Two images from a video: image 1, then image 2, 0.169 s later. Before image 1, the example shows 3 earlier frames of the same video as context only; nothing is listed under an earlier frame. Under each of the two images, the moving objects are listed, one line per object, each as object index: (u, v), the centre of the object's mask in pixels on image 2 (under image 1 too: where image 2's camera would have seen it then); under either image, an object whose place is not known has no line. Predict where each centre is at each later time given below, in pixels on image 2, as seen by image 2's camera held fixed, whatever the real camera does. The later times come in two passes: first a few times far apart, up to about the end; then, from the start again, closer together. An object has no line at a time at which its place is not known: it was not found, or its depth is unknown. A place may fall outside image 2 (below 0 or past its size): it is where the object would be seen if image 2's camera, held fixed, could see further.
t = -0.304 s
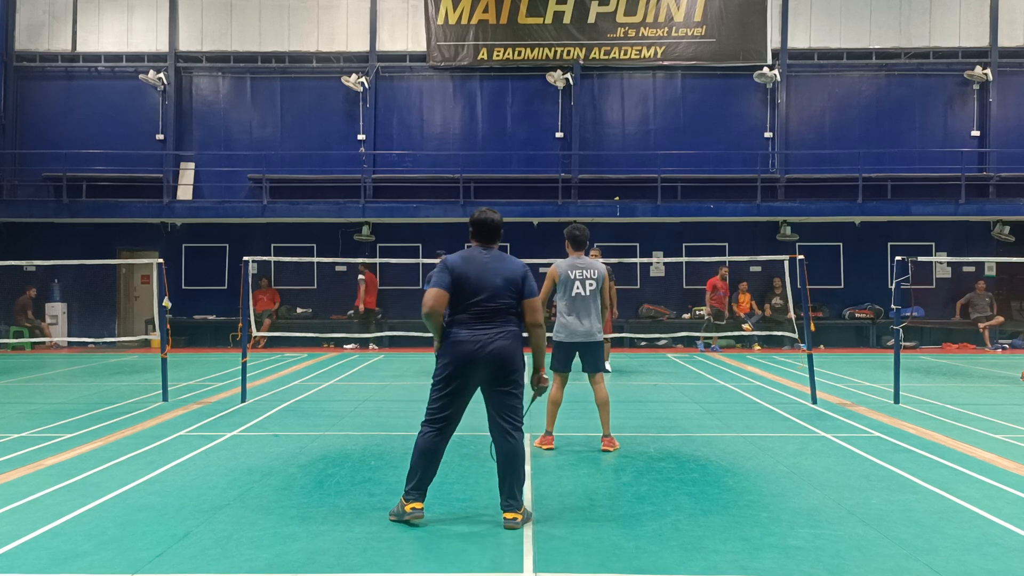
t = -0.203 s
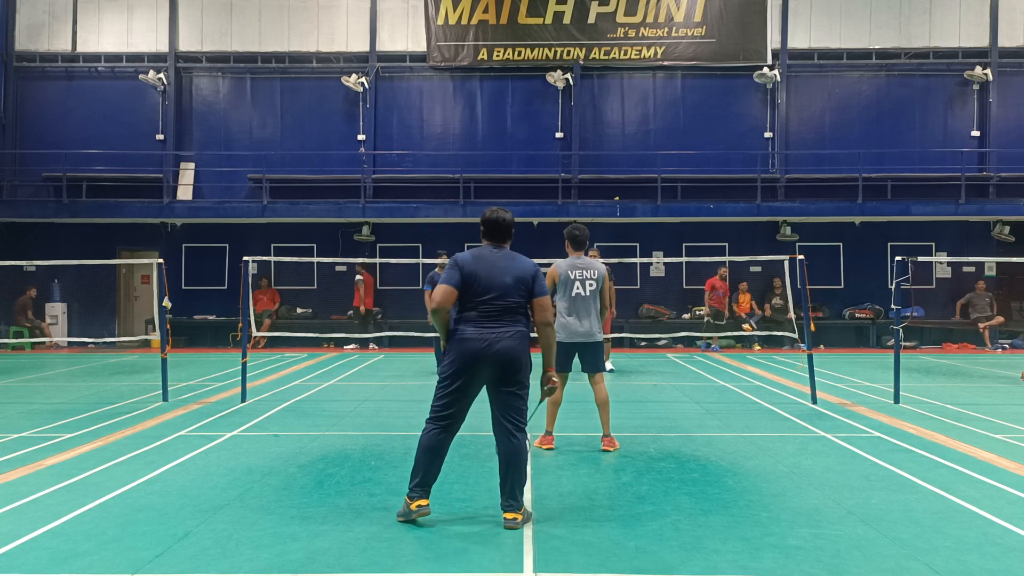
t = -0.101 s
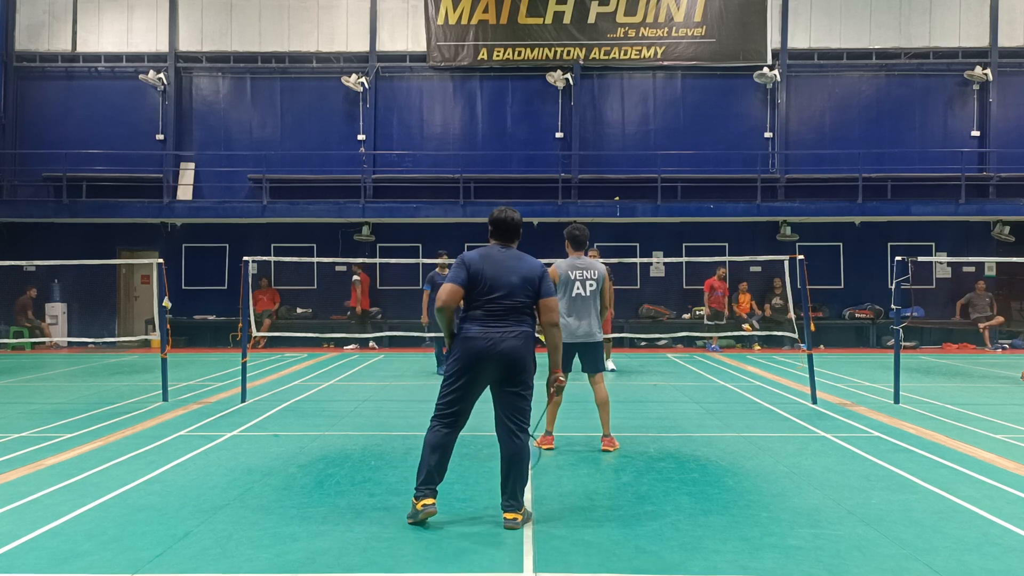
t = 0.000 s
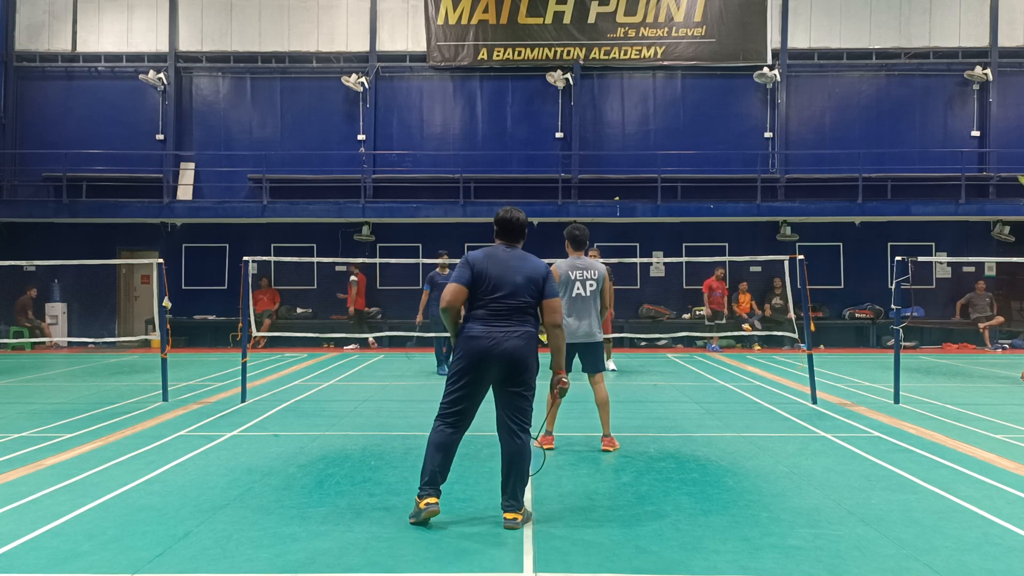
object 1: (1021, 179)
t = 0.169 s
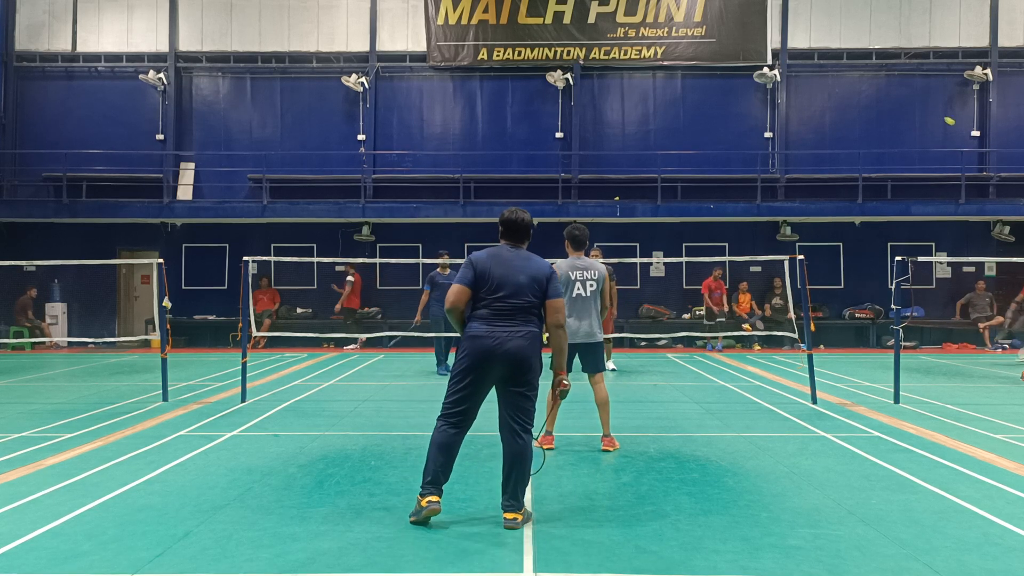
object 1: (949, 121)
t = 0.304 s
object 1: (914, 105)
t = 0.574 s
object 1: (872, 116)
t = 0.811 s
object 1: (849, 155)
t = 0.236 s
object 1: (930, 111)
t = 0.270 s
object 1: (921, 107)
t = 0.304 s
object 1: (914, 105)
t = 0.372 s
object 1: (901, 104)
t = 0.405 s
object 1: (895, 104)
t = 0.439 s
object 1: (890, 105)
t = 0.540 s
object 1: (876, 112)
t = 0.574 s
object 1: (872, 116)
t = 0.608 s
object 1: (868, 120)
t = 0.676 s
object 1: (861, 130)
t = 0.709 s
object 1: (858, 135)
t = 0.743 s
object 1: (855, 142)
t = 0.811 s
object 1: (849, 155)
